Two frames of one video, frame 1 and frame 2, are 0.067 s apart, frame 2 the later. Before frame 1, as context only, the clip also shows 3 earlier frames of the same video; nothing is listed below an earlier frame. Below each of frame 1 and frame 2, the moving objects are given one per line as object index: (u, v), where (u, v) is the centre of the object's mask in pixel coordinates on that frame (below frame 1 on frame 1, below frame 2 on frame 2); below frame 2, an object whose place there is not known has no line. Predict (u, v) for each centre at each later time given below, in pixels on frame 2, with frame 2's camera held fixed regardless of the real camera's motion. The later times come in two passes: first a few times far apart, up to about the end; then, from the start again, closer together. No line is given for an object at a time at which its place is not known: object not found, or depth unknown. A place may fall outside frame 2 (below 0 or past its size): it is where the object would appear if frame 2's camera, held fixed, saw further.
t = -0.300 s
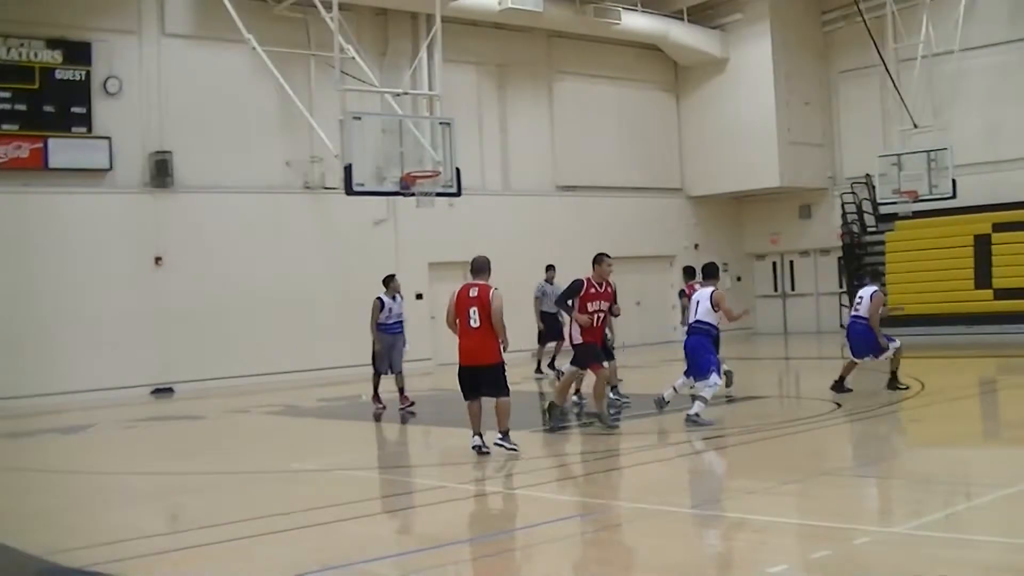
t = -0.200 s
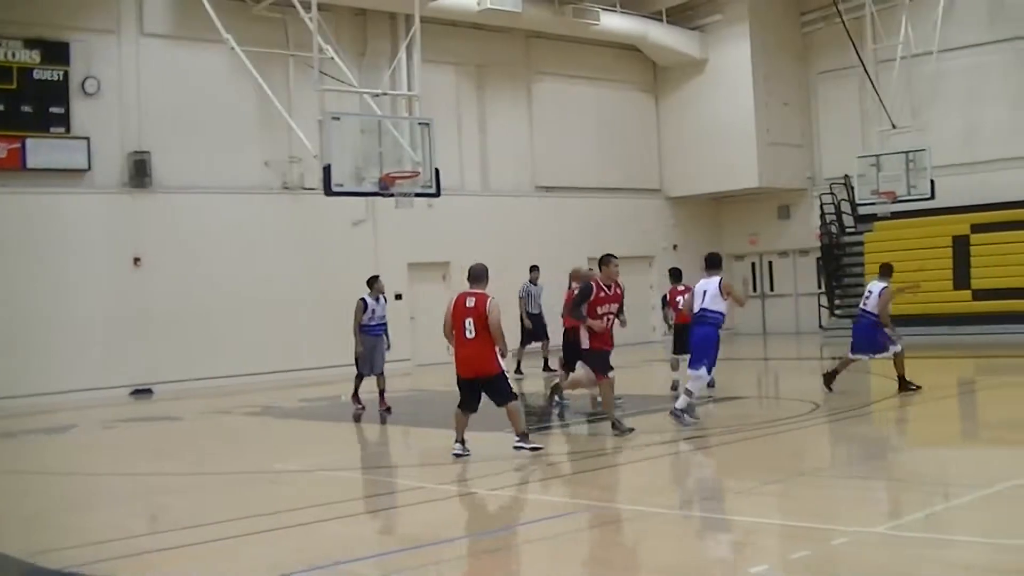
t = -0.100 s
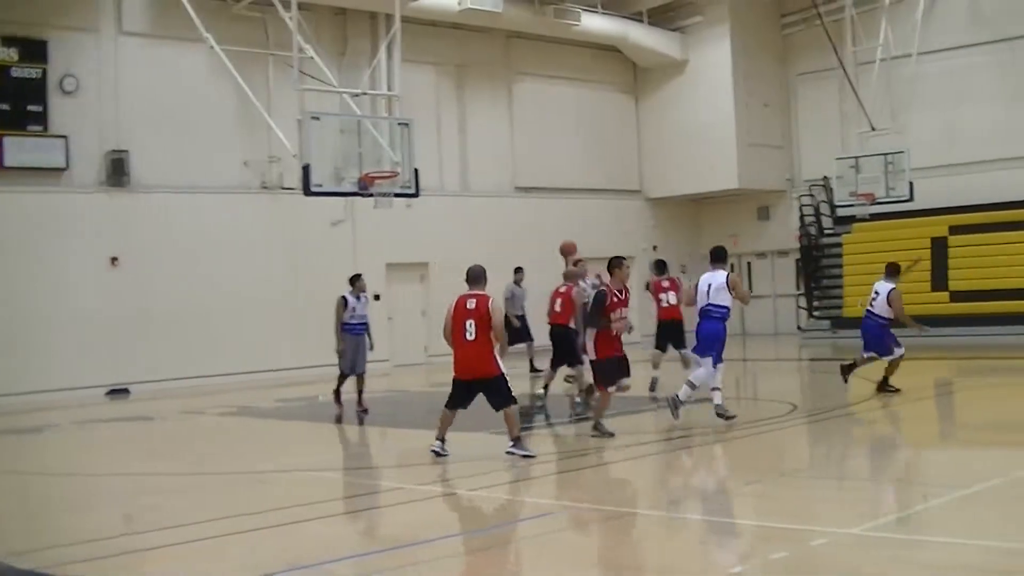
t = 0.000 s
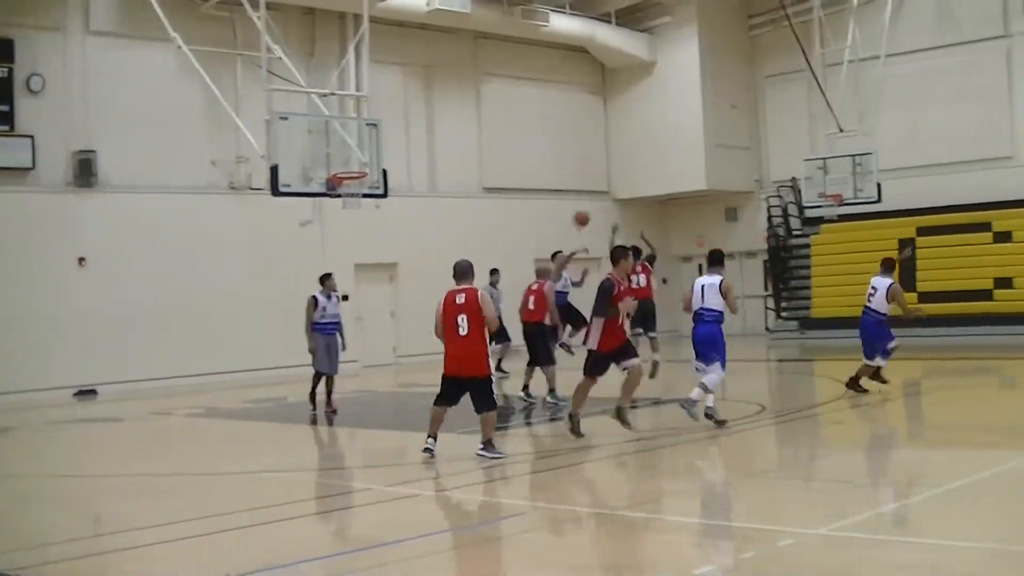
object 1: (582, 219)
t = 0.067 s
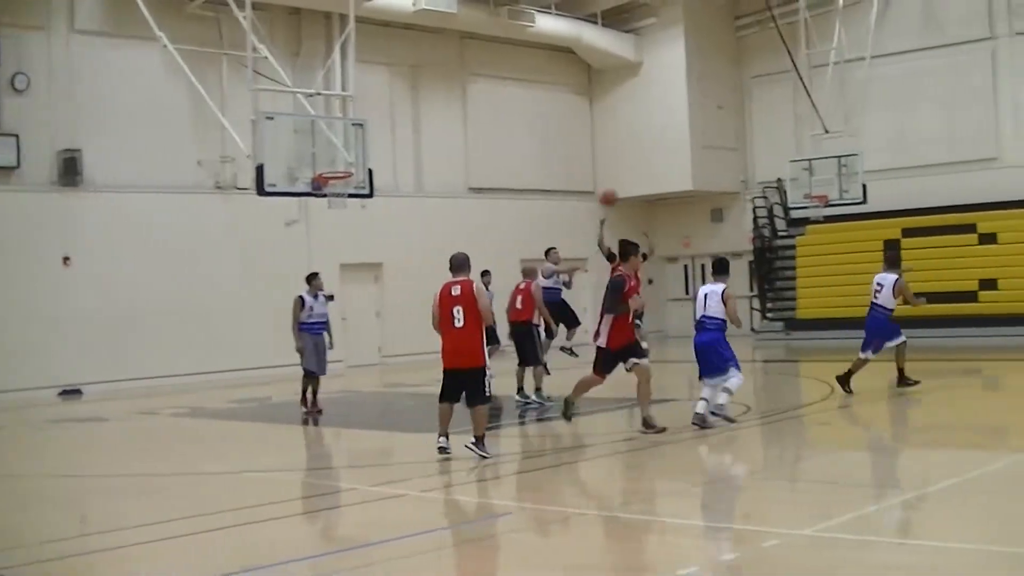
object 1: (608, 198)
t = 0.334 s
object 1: (784, 140)
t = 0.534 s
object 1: (927, 126)
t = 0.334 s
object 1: (784, 140)
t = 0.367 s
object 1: (806, 136)
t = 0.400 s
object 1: (829, 133)
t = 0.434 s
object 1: (851, 130)
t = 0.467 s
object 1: (877, 128)
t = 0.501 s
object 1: (903, 126)
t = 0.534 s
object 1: (927, 126)
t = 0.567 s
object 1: (952, 126)
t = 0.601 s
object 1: (976, 127)
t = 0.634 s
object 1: (1002, 129)
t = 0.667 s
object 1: (1028, 133)
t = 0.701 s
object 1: (1056, 137)
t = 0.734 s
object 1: (1083, 142)
